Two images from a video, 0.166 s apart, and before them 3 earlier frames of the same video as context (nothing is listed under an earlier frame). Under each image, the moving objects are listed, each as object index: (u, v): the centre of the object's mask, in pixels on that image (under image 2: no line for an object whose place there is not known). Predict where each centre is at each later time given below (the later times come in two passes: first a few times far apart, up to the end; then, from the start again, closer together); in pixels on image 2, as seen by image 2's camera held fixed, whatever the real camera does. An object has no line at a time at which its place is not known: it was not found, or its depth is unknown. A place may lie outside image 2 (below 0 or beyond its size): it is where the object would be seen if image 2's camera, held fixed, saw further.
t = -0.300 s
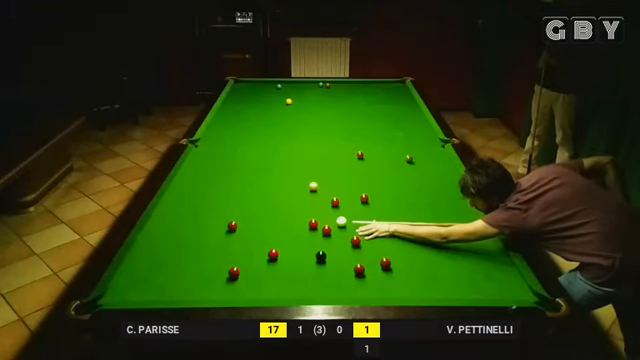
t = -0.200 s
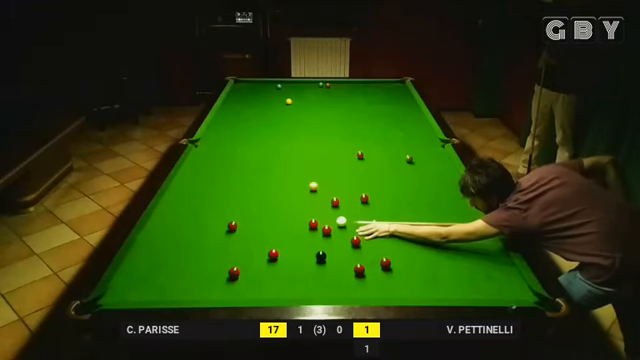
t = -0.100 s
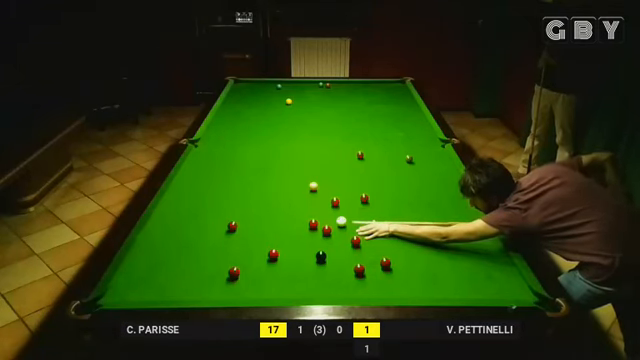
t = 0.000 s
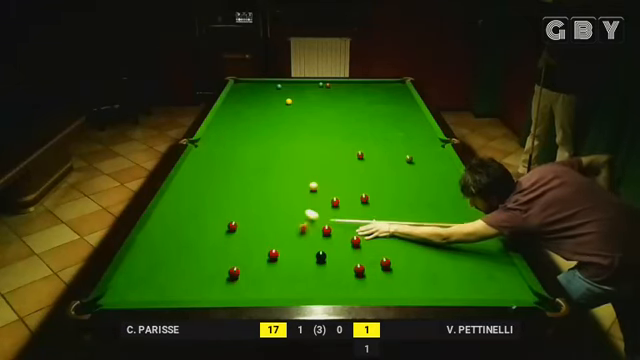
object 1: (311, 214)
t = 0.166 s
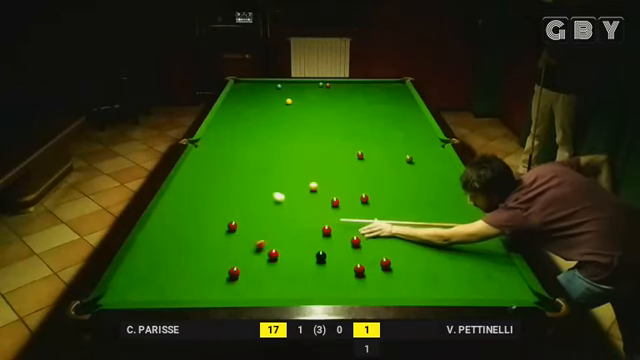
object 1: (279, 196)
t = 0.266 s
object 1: (264, 189)
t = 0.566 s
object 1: (232, 169)
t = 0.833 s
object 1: (208, 154)
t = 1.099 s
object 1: (212, 141)
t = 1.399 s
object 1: (234, 128)
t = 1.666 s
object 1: (251, 119)
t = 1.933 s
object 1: (266, 110)
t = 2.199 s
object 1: (279, 103)
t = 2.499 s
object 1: (292, 95)
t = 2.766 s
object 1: (302, 89)
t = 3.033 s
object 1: (311, 84)
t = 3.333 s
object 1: (320, 83)
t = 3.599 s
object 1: (324, 84)
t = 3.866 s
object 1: (329, 83)
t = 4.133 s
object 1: (332, 83)
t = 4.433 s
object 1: (335, 84)
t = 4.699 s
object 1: (337, 84)
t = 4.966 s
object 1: (338, 84)
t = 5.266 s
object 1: (339, 84)
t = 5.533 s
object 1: (339, 84)
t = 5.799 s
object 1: (339, 84)
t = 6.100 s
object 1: (339, 84)
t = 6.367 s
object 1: (339, 84)
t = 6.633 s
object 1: (339, 84)
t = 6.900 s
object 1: (339, 83)
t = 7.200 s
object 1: (339, 83)
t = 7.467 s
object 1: (339, 83)
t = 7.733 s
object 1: (339, 83)
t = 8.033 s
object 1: (339, 83)
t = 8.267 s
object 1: (339, 83)
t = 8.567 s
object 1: (339, 83)
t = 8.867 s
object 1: (339, 83)
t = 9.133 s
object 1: (339, 83)
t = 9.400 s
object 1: (339, 83)
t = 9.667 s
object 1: (339, 83)
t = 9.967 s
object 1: (339, 83)
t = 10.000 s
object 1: (339, 83)
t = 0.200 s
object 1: (274, 194)
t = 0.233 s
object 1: (269, 191)
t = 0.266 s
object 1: (264, 189)
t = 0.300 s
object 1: (260, 186)
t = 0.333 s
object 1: (257, 184)
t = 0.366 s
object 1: (253, 181)
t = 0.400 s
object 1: (250, 179)
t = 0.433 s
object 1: (246, 177)
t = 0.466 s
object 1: (243, 175)
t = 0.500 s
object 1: (239, 173)
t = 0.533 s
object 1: (236, 171)
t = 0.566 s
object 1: (232, 169)
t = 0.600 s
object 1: (229, 167)
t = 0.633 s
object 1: (226, 165)
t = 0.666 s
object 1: (222, 163)
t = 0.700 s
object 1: (220, 161)
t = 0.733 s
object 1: (216, 160)
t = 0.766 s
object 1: (213, 158)
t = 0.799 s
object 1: (210, 156)
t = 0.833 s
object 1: (208, 154)
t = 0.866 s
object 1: (205, 152)
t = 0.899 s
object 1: (202, 151)
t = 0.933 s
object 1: (199, 149)
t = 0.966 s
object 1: (199, 148)
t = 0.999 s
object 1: (202, 146)
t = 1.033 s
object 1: (206, 144)
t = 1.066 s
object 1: (209, 143)
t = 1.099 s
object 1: (212, 141)
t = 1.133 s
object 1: (214, 140)
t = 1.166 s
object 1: (217, 138)
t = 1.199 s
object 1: (219, 137)
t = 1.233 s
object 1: (222, 135)
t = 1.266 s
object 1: (225, 134)
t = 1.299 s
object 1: (227, 132)
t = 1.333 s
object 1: (230, 131)
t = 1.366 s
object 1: (232, 129)
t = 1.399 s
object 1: (234, 128)
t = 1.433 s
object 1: (236, 127)
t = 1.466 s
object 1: (239, 125)
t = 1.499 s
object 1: (241, 124)
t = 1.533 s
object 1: (243, 123)
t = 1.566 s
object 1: (245, 122)
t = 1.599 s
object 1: (247, 121)
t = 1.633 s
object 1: (249, 120)
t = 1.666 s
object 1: (251, 119)
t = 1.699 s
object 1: (253, 117)
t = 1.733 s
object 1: (255, 116)
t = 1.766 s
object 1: (257, 115)
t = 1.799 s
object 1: (259, 114)
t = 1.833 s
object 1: (261, 113)
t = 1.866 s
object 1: (262, 112)
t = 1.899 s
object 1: (264, 111)
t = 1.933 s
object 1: (266, 110)
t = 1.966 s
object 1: (268, 109)
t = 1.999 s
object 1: (269, 108)
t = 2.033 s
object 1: (271, 107)
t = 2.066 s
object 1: (273, 106)
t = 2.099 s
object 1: (275, 105)
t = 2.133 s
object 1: (276, 104)
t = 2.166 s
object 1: (277, 103)
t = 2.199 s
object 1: (279, 103)
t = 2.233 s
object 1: (280, 102)
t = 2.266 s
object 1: (282, 101)
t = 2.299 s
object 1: (283, 100)
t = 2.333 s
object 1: (285, 99)
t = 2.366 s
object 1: (286, 97)
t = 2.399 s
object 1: (288, 97)
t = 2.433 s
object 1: (290, 96)
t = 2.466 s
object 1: (291, 96)
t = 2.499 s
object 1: (292, 95)
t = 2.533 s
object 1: (294, 94)
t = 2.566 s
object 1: (295, 93)
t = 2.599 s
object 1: (296, 93)
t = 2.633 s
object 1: (298, 92)
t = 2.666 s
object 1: (299, 91)
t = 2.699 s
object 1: (300, 91)
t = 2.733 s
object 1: (301, 90)
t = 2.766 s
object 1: (302, 89)
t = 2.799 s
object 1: (304, 88)
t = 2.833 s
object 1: (305, 88)
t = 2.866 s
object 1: (306, 87)
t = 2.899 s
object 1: (307, 86)
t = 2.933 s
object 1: (308, 86)
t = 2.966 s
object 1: (309, 85)
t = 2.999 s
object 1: (310, 85)
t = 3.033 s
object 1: (311, 84)
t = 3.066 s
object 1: (312, 83)
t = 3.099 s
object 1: (313, 82)
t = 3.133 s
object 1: (315, 82)
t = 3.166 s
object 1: (316, 81)
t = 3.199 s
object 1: (316, 82)
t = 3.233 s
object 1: (318, 82)
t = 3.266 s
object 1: (318, 82)
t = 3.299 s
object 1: (319, 82)
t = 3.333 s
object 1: (320, 83)
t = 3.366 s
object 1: (320, 82)
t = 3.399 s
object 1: (321, 82)
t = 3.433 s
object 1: (322, 83)
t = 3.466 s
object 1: (322, 83)
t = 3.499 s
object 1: (323, 83)
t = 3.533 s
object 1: (323, 83)
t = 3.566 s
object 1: (324, 83)
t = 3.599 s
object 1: (324, 84)
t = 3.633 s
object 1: (325, 83)
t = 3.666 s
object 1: (326, 82)
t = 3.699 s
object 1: (326, 83)
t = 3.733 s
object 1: (327, 83)
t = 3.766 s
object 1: (327, 83)
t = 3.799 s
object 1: (328, 83)
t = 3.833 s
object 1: (328, 83)
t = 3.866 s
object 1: (329, 83)
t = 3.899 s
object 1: (330, 83)
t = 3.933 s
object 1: (330, 83)
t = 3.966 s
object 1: (330, 84)
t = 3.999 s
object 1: (331, 83)
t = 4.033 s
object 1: (331, 83)
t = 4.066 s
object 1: (332, 83)
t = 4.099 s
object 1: (332, 83)
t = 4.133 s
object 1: (332, 83)
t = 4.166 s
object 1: (333, 83)
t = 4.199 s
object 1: (333, 83)
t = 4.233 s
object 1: (333, 84)
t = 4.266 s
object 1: (334, 84)
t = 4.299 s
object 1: (334, 84)
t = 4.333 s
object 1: (334, 84)
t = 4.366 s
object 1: (335, 83)
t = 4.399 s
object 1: (335, 84)
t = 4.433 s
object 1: (335, 84)
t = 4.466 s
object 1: (336, 84)
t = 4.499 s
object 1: (336, 84)
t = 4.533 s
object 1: (336, 84)
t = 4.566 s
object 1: (336, 84)
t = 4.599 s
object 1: (337, 84)
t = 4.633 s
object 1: (337, 84)
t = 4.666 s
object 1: (337, 83)
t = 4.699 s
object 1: (337, 84)
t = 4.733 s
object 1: (338, 84)
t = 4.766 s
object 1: (338, 84)
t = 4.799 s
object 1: (338, 83)
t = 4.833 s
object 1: (338, 84)
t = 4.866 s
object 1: (338, 83)
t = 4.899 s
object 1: (338, 84)
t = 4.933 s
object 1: (338, 84)
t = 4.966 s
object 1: (338, 84)
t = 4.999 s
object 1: (339, 84)
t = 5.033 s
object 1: (339, 84)
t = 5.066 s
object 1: (339, 84)
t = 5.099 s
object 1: (339, 84)
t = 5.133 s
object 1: (339, 84)
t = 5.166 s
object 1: (339, 84)
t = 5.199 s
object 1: (339, 84)
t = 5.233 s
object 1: (339, 84)
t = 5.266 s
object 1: (339, 84)
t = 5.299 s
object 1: (339, 84)
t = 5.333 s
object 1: (339, 84)
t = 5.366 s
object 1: (339, 84)
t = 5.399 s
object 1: (339, 84)
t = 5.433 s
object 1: (339, 84)
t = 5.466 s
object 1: (339, 84)
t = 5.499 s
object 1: (339, 84)
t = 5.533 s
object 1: (339, 84)
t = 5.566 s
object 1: (339, 84)
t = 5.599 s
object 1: (339, 84)
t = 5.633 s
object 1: (339, 84)
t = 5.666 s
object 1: (339, 84)
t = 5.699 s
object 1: (339, 84)
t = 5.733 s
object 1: (339, 84)
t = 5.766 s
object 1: (339, 84)
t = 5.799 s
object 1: (339, 84)
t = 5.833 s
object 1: (339, 84)
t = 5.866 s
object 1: (339, 84)
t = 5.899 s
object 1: (339, 84)
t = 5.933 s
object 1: (339, 84)
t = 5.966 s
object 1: (339, 84)
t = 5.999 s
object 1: (339, 84)
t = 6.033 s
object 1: (339, 84)
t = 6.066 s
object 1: (339, 84)
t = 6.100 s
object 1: (339, 84)
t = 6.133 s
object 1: (339, 84)
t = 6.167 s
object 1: (339, 84)
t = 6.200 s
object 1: (339, 84)
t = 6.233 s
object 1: (339, 84)
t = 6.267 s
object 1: (339, 84)
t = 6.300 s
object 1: (339, 84)
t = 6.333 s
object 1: (339, 84)
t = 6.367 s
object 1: (339, 84)
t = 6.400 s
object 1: (339, 84)
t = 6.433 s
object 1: (339, 84)
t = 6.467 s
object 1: (339, 84)
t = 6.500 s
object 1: (339, 84)
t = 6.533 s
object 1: (339, 84)
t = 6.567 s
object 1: (339, 84)
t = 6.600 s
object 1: (339, 84)
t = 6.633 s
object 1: (339, 84)
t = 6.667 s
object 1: (339, 84)
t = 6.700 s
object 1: (339, 84)
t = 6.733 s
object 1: (339, 83)
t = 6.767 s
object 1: (339, 84)
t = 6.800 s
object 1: (339, 84)
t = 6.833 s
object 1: (339, 83)
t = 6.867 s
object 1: (339, 83)
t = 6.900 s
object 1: (339, 83)
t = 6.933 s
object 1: (339, 83)
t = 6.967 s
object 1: (339, 83)
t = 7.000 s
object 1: (339, 83)
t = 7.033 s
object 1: (339, 83)
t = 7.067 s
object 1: (339, 83)
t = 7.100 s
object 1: (339, 83)
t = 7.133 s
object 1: (339, 83)
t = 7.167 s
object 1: (339, 83)
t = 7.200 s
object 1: (339, 83)
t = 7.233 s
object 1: (339, 83)
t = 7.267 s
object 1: (339, 83)
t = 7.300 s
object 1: (339, 83)
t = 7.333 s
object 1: (339, 83)
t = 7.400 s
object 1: (339, 83)
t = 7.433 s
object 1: (339, 83)
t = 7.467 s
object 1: (339, 83)
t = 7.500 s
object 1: (339, 83)
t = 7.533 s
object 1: (339, 83)
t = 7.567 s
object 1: (339, 83)
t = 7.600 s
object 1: (339, 83)
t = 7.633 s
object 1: (339, 83)
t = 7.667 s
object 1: (339, 83)
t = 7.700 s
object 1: (339, 83)
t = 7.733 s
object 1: (339, 83)
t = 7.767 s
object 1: (339, 83)
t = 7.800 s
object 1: (339, 83)
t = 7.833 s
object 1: (339, 83)
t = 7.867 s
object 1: (339, 83)
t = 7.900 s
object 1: (339, 83)
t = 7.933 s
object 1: (339, 83)
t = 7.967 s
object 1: (339, 83)
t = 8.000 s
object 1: (339, 83)
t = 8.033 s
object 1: (339, 83)
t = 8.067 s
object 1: (339, 83)
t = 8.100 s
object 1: (339, 83)
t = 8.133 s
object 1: (339, 83)
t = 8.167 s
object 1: (339, 83)
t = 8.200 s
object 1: (339, 83)
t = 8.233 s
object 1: (339, 83)
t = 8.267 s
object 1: (339, 83)
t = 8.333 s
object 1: (339, 83)
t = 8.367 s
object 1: (339, 83)
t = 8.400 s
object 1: (339, 83)
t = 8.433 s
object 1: (339, 83)
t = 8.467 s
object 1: (339, 83)
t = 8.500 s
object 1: (339, 83)
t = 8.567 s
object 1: (339, 83)
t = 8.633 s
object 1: (339, 83)
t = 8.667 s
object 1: (339, 83)
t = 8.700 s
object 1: (339, 83)
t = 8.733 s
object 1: (339, 83)
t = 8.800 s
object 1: (339, 83)
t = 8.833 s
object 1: (339, 83)
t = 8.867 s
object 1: (339, 83)
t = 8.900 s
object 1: (339, 83)
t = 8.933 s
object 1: (339, 83)
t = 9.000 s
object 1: (339, 83)
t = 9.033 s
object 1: (339, 83)
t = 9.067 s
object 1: (339, 83)
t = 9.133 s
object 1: (339, 83)
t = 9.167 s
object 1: (339, 83)
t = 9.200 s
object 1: (339, 83)
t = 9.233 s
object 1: (339, 83)
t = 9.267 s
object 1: (339, 83)
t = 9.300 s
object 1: (339, 83)
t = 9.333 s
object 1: (339, 83)
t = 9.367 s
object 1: (339, 83)
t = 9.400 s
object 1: (339, 83)
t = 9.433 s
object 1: (339, 83)
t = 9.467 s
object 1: (339, 83)
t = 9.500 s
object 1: (339, 83)
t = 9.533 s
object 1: (339, 83)
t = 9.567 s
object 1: (339, 83)
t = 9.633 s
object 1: (339, 83)
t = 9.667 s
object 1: (339, 83)
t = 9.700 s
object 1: (339, 83)
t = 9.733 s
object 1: (339, 83)
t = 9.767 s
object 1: (339, 83)
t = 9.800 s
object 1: (339, 83)
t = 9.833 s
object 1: (339, 83)
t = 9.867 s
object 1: (339, 83)
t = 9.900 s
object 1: (339, 83)
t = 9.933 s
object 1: (339, 83)
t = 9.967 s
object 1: (339, 83)
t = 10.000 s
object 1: (339, 83)
